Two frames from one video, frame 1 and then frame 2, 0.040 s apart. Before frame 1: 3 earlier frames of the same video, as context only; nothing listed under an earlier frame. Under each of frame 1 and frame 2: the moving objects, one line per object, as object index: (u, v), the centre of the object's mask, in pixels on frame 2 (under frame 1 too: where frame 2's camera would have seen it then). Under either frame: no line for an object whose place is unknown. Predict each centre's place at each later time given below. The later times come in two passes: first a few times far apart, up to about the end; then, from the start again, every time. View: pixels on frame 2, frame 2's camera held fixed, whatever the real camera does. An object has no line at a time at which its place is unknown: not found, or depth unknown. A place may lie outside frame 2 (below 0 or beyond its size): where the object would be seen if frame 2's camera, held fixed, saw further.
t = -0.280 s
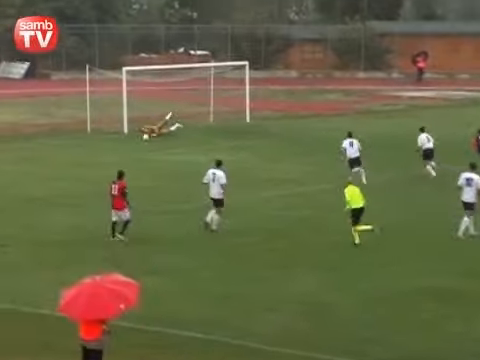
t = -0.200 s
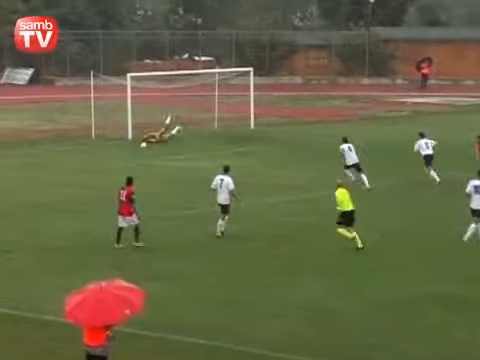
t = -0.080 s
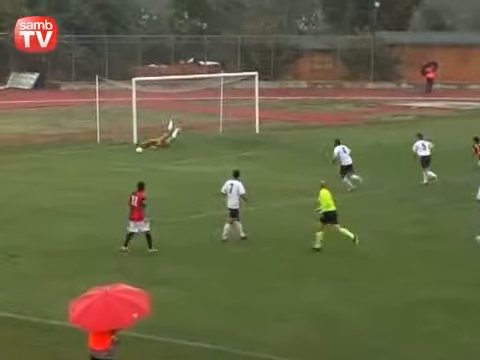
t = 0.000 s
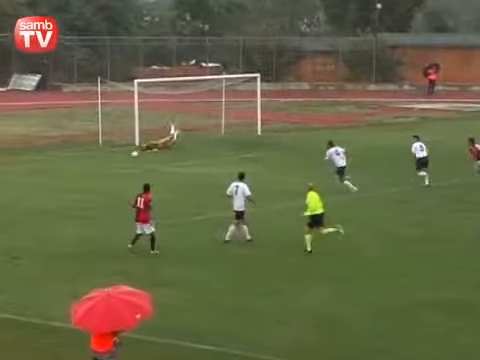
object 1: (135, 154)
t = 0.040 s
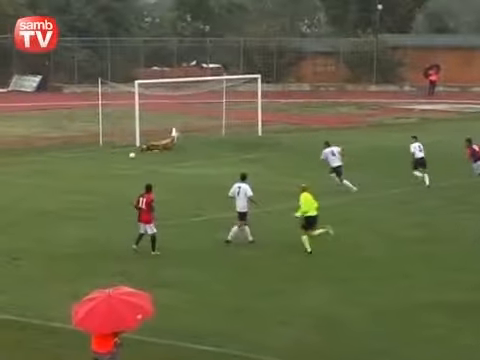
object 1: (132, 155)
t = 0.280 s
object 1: (116, 157)
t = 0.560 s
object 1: (97, 159)
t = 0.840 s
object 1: (81, 162)
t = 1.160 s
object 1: (63, 164)
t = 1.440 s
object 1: (50, 165)
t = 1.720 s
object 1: (37, 167)
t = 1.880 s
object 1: (30, 168)
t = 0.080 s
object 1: (129, 155)
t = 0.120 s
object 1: (126, 155)
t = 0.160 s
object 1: (123, 155)
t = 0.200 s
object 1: (121, 155)
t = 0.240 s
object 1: (118, 157)
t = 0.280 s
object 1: (116, 157)
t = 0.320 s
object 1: (113, 157)
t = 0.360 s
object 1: (110, 158)
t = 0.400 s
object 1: (108, 159)
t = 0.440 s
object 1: (105, 159)
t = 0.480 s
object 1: (103, 159)
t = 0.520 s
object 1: (100, 159)
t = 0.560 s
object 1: (97, 159)
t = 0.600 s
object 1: (95, 159)
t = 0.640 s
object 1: (93, 160)
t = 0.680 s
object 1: (90, 160)
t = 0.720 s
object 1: (88, 161)
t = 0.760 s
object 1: (86, 161)
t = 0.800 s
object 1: (84, 161)
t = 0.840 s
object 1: (81, 162)
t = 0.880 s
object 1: (79, 162)
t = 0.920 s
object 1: (77, 162)
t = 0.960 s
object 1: (75, 162)
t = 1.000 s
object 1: (72, 163)
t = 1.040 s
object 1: (70, 163)
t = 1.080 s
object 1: (67, 163)
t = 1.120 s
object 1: (65, 164)
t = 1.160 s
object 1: (63, 164)
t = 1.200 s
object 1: (61, 164)
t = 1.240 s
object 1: (59, 164)
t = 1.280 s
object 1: (57, 164)
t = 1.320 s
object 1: (55, 164)
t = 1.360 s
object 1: (54, 165)
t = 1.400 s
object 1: (52, 165)
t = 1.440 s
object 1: (50, 165)
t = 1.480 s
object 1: (48, 165)
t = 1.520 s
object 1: (46, 166)
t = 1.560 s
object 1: (44, 166)
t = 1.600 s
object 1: (42, 166)
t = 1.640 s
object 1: (41, 166)
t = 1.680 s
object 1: (39, 167)
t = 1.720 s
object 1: (37, 167)
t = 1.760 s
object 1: (35, 167)
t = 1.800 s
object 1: (33, 168)
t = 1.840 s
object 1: (32, 168)
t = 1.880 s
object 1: (30, 168)
